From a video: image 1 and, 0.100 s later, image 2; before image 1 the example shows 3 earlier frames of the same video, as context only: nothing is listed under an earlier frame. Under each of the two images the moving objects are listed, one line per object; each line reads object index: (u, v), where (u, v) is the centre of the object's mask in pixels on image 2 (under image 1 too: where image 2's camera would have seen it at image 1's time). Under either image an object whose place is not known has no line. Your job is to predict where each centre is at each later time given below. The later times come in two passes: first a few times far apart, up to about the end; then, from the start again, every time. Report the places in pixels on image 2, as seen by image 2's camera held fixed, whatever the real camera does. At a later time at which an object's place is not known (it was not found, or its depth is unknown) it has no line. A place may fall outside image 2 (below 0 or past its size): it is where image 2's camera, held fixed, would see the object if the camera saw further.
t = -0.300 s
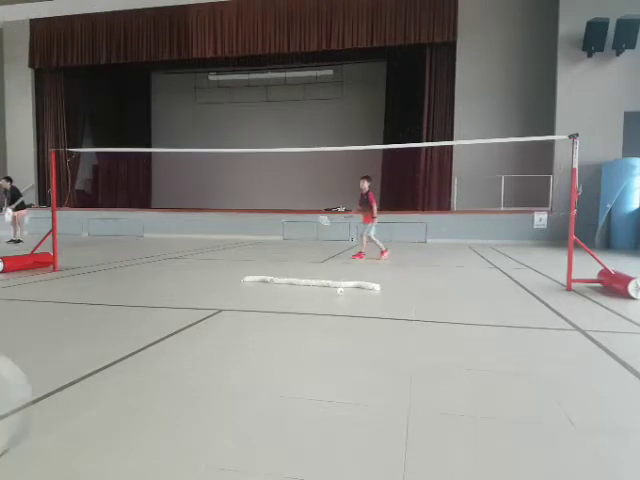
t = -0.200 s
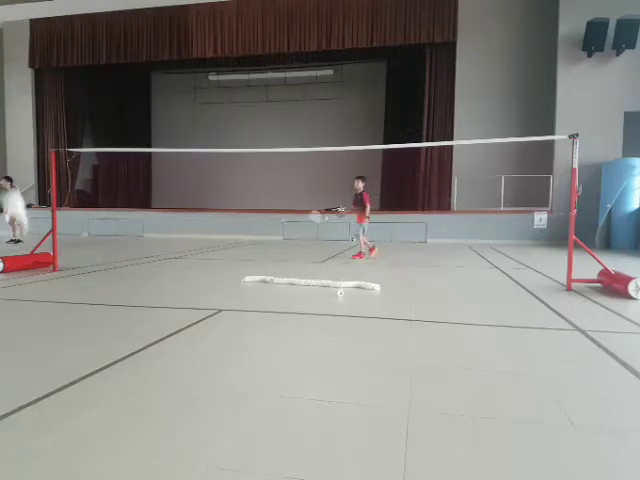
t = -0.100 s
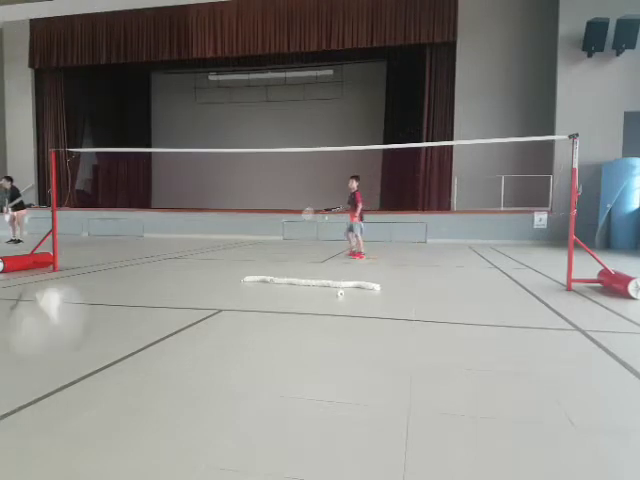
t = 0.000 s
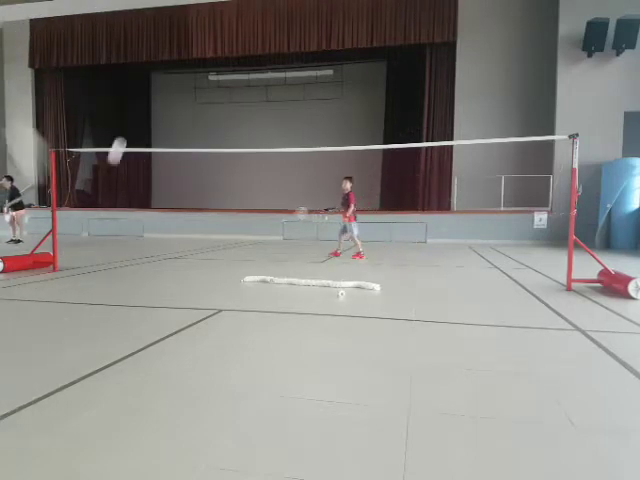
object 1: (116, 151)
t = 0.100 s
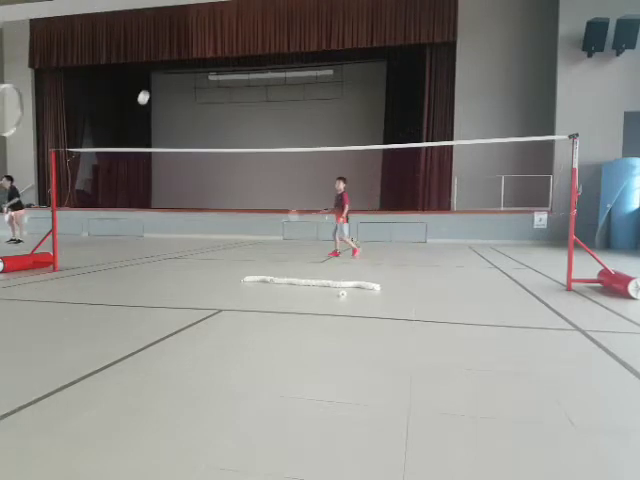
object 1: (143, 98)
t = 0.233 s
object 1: (160, 76)
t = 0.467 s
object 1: (175, 89)
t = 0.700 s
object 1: (184, 133)
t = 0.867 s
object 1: (190, 172)
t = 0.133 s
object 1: (148, 88)
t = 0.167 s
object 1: (153, 82)
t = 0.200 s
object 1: (157, 78)
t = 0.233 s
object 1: (160, 76)
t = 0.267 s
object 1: (163, 75)
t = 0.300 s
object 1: (166, 75)
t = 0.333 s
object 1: (167, 76)
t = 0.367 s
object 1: (169, 78)
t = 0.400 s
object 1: (171, 81)
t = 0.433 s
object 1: (173, 85)
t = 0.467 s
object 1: (175, 89)
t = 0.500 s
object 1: (176, 94)
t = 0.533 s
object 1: (178, 99)
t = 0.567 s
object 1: (179, 105)
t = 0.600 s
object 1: (180, 112)
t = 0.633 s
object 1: (182, 118)
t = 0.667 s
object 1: (183, 125)
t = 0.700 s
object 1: (184, 133)
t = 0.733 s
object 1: (186, 140)
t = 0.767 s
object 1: (186, 146)
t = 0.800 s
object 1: (188, 156)
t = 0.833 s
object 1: (188, 164)
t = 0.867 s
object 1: (190, 172)
